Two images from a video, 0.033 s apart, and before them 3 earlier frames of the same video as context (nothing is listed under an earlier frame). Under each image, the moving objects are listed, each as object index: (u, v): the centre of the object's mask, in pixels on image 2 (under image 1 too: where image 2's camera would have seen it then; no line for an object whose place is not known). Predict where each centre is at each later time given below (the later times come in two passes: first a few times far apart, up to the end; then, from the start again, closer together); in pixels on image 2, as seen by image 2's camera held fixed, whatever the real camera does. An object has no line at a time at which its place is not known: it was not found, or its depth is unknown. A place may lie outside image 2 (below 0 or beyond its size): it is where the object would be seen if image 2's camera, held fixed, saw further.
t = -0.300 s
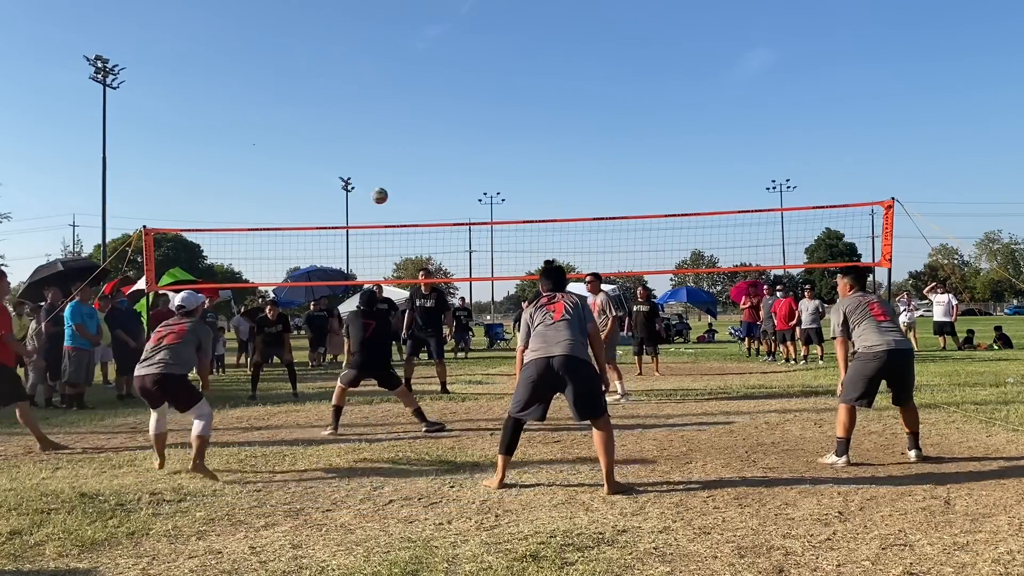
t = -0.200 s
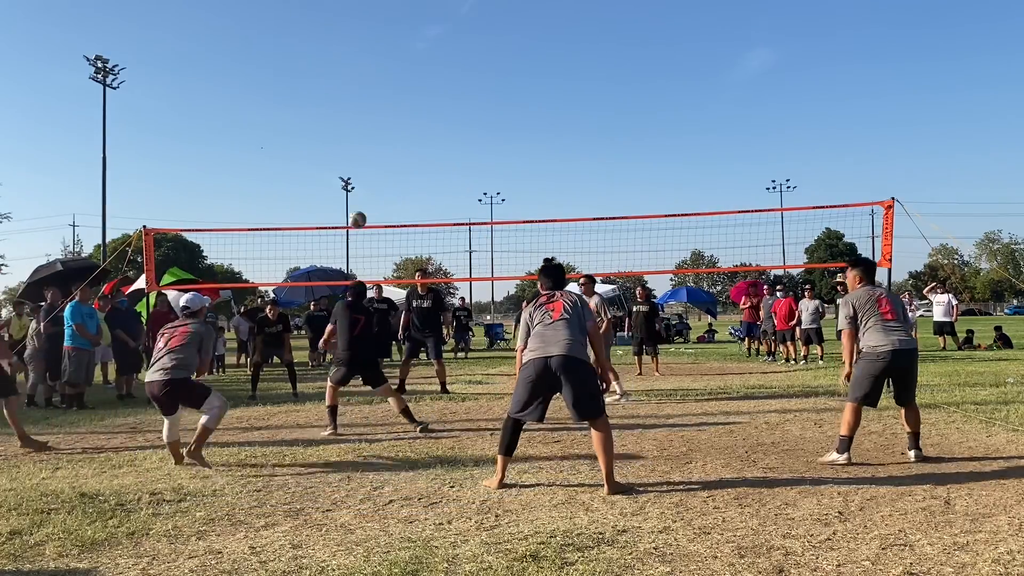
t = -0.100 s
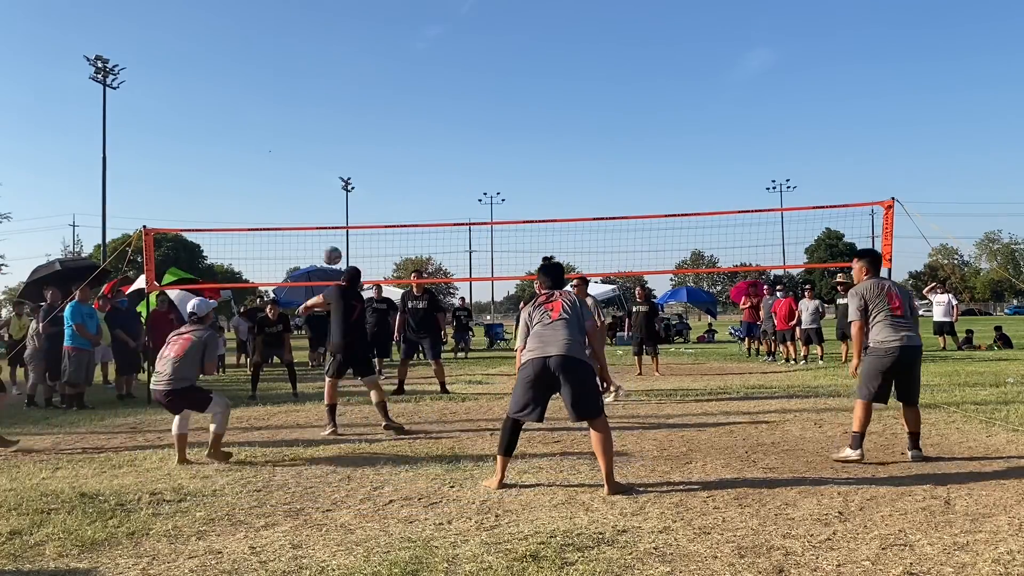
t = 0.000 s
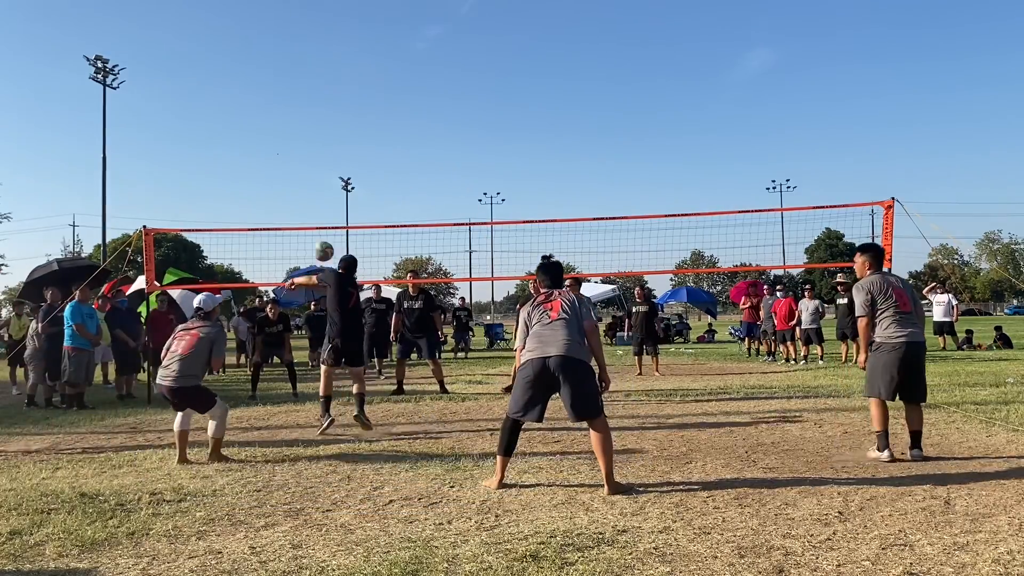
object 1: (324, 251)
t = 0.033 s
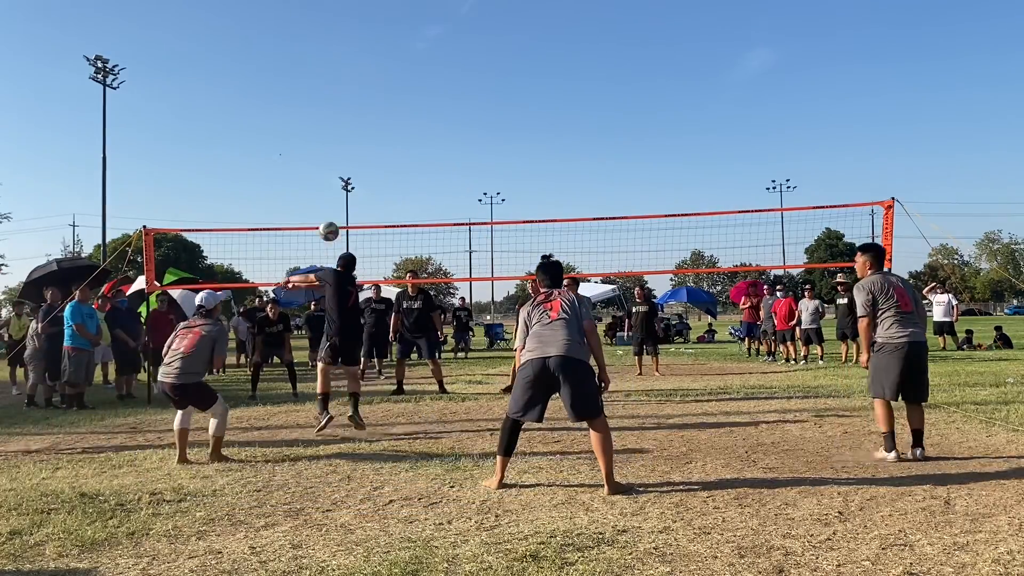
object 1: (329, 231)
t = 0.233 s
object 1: (360, 136)
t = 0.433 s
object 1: (390, 81)
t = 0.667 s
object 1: (423, 63)
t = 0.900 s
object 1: (458, 89)
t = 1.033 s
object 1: (478, 124)
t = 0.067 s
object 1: (334, 213)
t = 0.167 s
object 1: (349, 163)
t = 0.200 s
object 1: (354, 149)
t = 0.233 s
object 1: (360, 136)
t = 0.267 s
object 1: (365, 124)
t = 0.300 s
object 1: (370, 113)
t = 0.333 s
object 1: (375, 103)
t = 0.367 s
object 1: (380, 95)
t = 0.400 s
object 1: (385, 87)
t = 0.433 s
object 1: (390, 81)
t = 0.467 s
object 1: (395, 75)
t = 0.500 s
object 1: (398, 73)
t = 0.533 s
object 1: (403, 69)
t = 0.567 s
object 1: (408, 66)
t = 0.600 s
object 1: (413, 64)
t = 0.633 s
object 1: (419, 63)
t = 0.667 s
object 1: (423, 63)
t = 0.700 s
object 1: (428, 64)
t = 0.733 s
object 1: (433, 65)
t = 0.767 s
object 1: (438, 68)
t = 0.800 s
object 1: (443, 72)
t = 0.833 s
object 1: (448, 77)
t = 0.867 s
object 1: (453, 83)
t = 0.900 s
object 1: (458, 89)
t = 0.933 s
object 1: (463, 97)
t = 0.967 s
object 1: (468, 105)
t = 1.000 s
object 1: (473, 114)
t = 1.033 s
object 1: (478, 124)
